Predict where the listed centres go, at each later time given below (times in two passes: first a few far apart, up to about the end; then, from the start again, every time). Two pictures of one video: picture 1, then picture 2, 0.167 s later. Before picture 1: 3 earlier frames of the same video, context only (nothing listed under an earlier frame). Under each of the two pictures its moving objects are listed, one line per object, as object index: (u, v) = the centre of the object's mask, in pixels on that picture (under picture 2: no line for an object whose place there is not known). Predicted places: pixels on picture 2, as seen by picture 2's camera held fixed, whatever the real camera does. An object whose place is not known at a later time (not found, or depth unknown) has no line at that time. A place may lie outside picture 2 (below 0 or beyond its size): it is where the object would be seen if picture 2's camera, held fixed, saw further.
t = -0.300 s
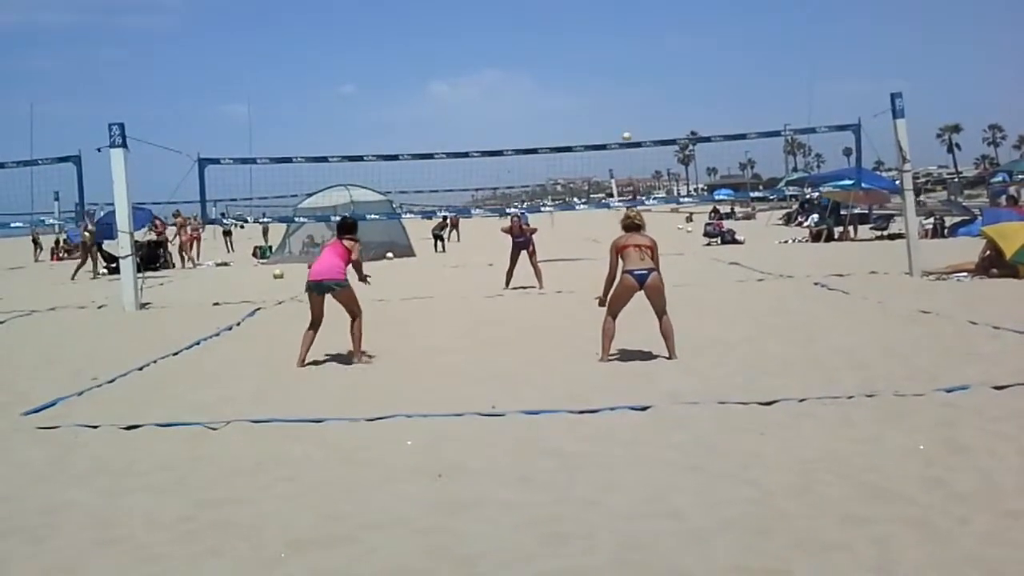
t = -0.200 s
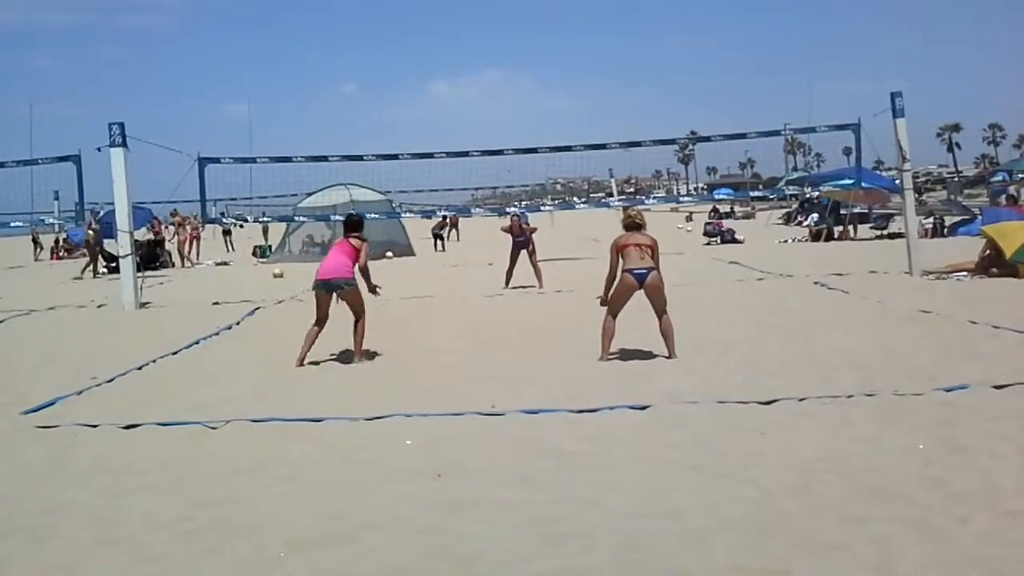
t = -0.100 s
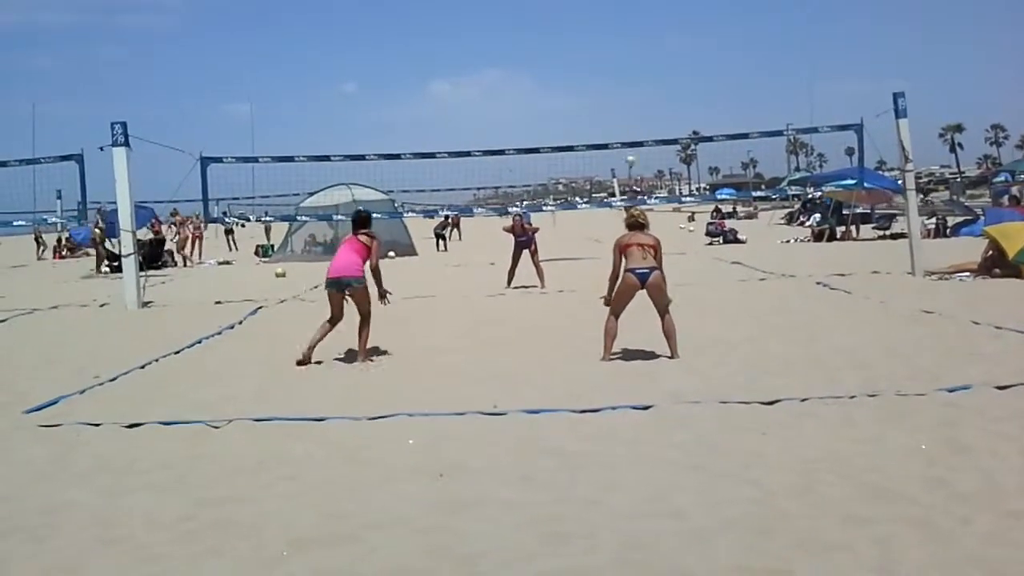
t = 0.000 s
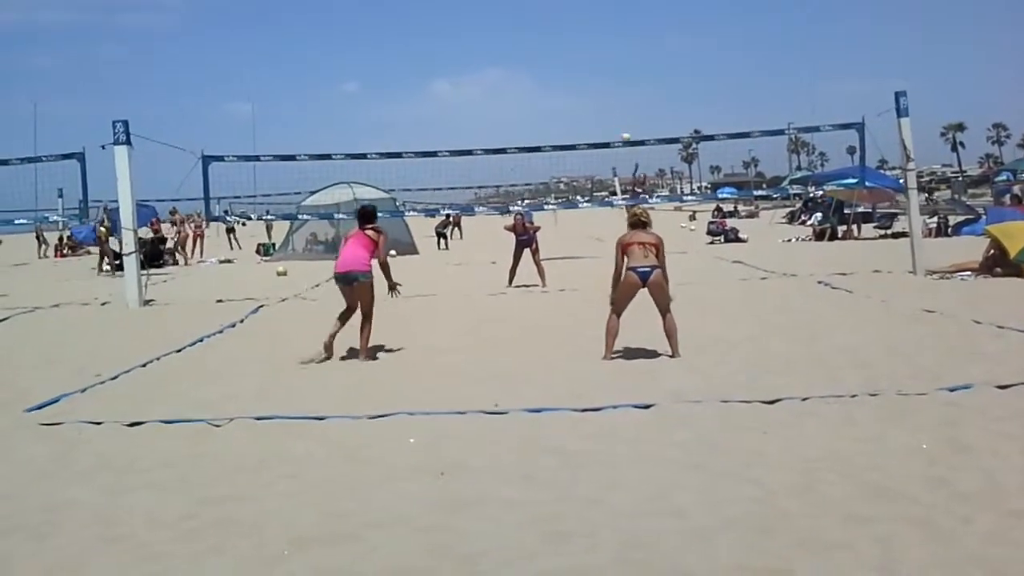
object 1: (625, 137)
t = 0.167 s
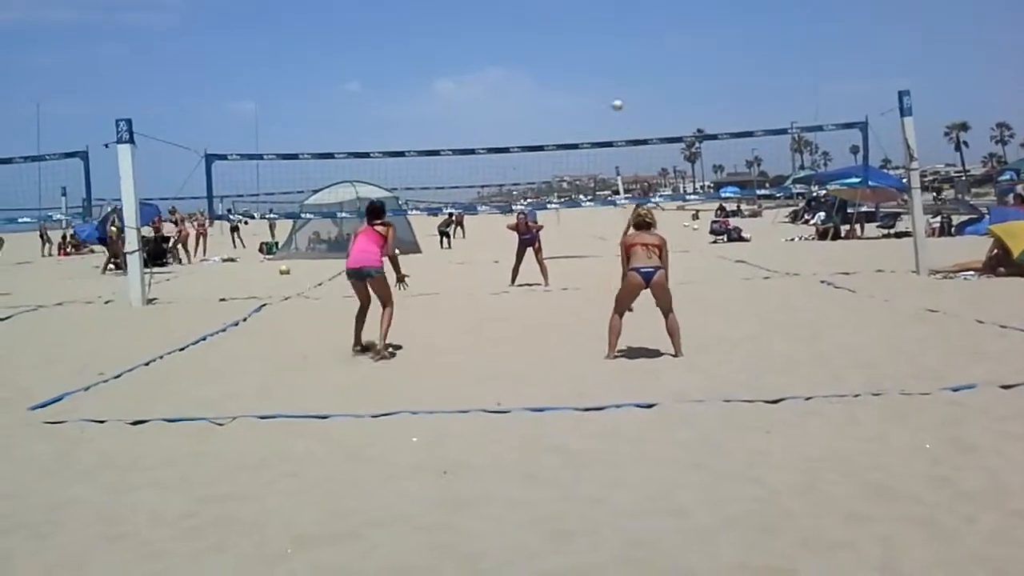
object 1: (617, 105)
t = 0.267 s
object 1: (609, 91)
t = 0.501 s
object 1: (589, 78)
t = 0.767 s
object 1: (561, 112)
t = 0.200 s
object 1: (614, 99)
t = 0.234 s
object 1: (612, 95)
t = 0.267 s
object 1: (609, 91)
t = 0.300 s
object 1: (606, 87)
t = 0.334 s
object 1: (603, 84)
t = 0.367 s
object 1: (600, 82)
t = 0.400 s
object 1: (597, 80)
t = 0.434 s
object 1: (595, 80)
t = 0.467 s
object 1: (591, 79)
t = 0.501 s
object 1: (589, 78)
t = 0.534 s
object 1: (585, 79)
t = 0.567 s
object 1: (582, 81)
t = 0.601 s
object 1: (579, 84)
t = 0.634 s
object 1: (576, 87)
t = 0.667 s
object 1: (572, 92)
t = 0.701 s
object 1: (569, 97)
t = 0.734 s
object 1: (565, 104)
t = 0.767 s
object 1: (561, 112)
